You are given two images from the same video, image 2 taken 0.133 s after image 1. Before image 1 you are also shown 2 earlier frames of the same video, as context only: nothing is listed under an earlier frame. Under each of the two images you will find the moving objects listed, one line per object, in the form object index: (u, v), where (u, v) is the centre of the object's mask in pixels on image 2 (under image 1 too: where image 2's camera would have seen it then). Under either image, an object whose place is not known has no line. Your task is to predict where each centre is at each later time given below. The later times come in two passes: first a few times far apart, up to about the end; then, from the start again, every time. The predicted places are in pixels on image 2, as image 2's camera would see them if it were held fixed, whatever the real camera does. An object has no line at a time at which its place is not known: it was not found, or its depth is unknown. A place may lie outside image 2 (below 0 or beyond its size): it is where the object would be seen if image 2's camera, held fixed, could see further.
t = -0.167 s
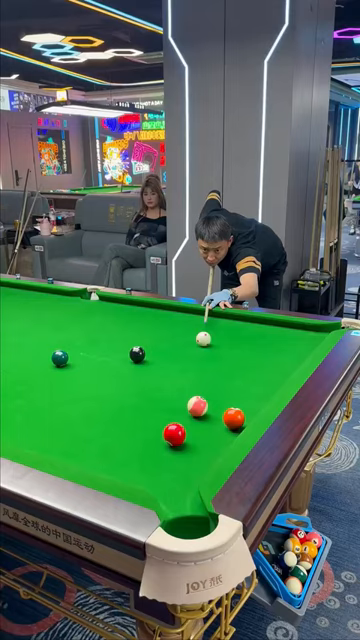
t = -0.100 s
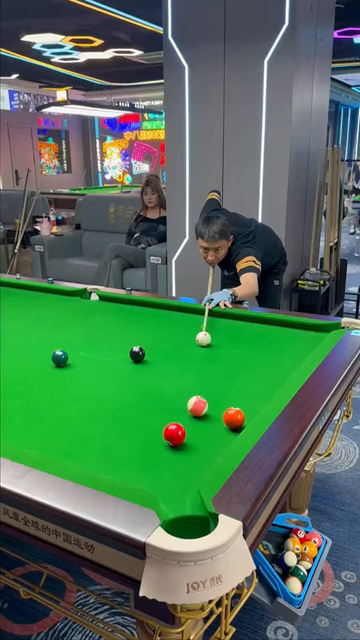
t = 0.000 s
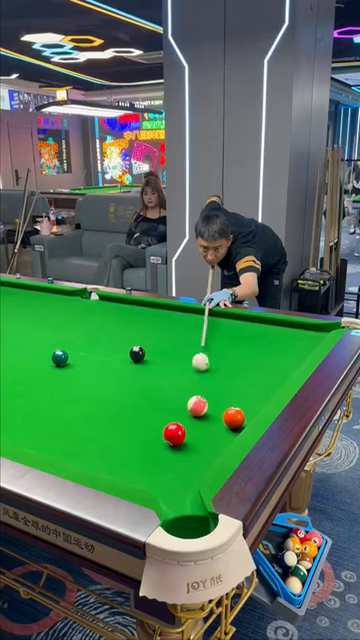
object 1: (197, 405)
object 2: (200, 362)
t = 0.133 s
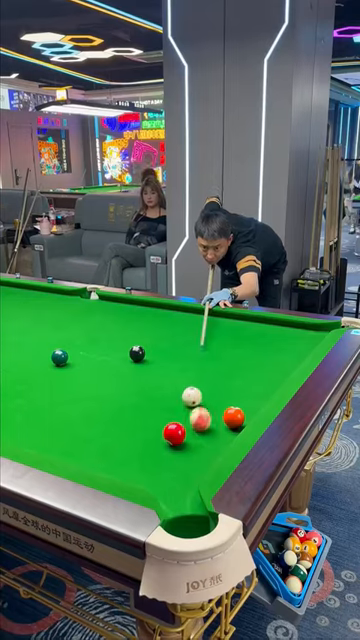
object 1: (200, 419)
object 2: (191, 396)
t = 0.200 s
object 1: (206, 451)
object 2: (185, 396)
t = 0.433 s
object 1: (127, 453)
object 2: (167, 395)
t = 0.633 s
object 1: (117, 411)
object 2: (152, 395)
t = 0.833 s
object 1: (110, 379)
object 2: (138, 394)
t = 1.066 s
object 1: (103, 352)
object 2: (122, 393)
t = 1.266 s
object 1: (98, 334)
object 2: (111, 393)
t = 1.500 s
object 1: (95, 317)
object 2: (98, 393)
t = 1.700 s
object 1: (91, 305)
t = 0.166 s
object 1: (203, 434)
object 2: (188, 397)
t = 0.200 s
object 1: (206, 451)
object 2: (185, 396)
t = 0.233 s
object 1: (197, 462)
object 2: (182, 397)
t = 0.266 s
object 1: (175, 468)
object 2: (180, 396)
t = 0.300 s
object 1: (153, 474)
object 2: (177, 396)
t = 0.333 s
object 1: (133, 475)
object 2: (174, 396)
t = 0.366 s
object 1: (131, 472)
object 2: (172, 396)
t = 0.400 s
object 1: (128, 463)
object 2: (170, 396)
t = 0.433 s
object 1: (127, 453)
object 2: (167, 395)
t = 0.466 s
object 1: (125, 445)
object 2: (165, 395)
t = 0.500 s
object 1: (123, 437)
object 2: (162, 395)
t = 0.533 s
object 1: (121, 430)
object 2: (159, 395)
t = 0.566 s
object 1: (120, 423)
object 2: (157, 395)
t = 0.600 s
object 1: (118, 417)
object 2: (154, 395)
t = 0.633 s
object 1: (117, 411)
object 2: (152, 395)
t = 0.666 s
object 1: (115, 405)
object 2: (149, 395)
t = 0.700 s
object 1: (114, 399)
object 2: (147, 395)
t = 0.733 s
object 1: (113, 394)
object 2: (144, 394)
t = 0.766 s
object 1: (112, 389)
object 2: (142, 394)
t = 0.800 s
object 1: (111, 384)
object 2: (140, 394)
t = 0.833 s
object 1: (110, 379)
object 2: (138, 394)
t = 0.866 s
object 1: (108, 375)
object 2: (135, 394)
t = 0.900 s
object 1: (107, 371)
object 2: (133, 394)
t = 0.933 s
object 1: (106, 367)
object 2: (131, 394)
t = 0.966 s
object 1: (106, 363)
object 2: (129, 394)
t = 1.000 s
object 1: (105, 359)
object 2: (126, 394)
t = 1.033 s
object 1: (104, 355)
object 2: (124, 394)
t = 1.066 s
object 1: (103, 352)
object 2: (122, 393)
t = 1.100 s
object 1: (102, 349)
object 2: (120, 393)
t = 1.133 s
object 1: (101, 346)
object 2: (118, 393)
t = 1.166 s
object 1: (101, 342)
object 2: (116, 393)
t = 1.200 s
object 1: (100, 340)
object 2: (114, 393)
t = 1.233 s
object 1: (99, 337)
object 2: (112, 393)
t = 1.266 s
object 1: (98, 334)
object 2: (111, 393)
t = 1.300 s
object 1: (98, 331)
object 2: (109, 393)
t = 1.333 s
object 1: (97, 329)
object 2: (107, 393)
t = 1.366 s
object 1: (97, 326)
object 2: (105, 393)
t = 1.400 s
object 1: (96, 324)
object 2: (103, 393)
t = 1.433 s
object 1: (96, 321)
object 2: (102, 393)
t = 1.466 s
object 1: (95, 319)
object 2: (100, 393)
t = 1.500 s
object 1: (95, 317)
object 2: (98, 393)
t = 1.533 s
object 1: (94, 314)
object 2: (96, 393)
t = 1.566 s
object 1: (93, 312)
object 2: (95, 393)
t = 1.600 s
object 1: (93, 310)
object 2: (93, 393)
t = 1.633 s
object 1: (93, 309)
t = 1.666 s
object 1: (92, 306)
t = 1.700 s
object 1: (91, 305)
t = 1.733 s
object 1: (91, 303)
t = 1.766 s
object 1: (91, 301)
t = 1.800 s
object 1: (90, 300)
